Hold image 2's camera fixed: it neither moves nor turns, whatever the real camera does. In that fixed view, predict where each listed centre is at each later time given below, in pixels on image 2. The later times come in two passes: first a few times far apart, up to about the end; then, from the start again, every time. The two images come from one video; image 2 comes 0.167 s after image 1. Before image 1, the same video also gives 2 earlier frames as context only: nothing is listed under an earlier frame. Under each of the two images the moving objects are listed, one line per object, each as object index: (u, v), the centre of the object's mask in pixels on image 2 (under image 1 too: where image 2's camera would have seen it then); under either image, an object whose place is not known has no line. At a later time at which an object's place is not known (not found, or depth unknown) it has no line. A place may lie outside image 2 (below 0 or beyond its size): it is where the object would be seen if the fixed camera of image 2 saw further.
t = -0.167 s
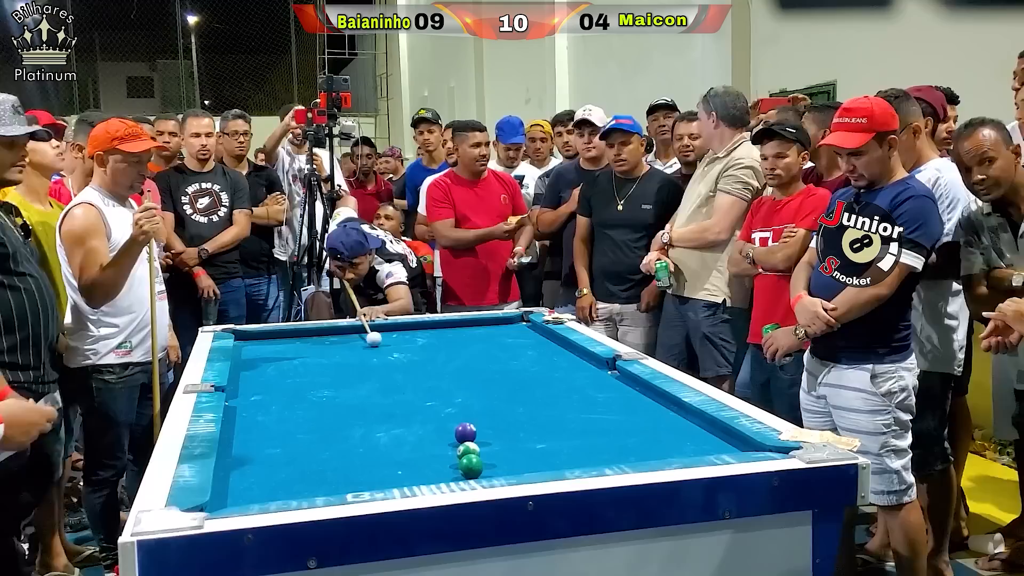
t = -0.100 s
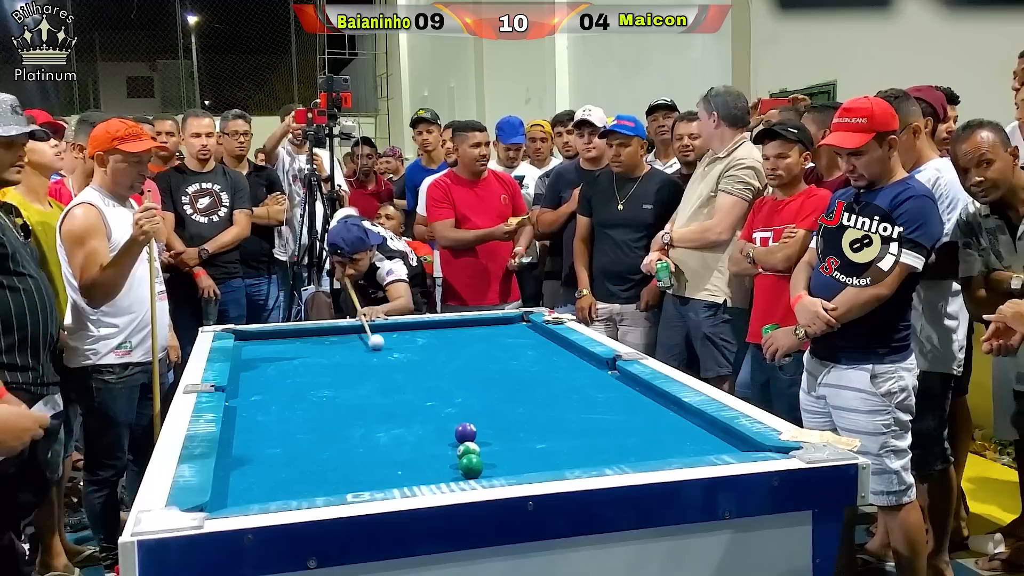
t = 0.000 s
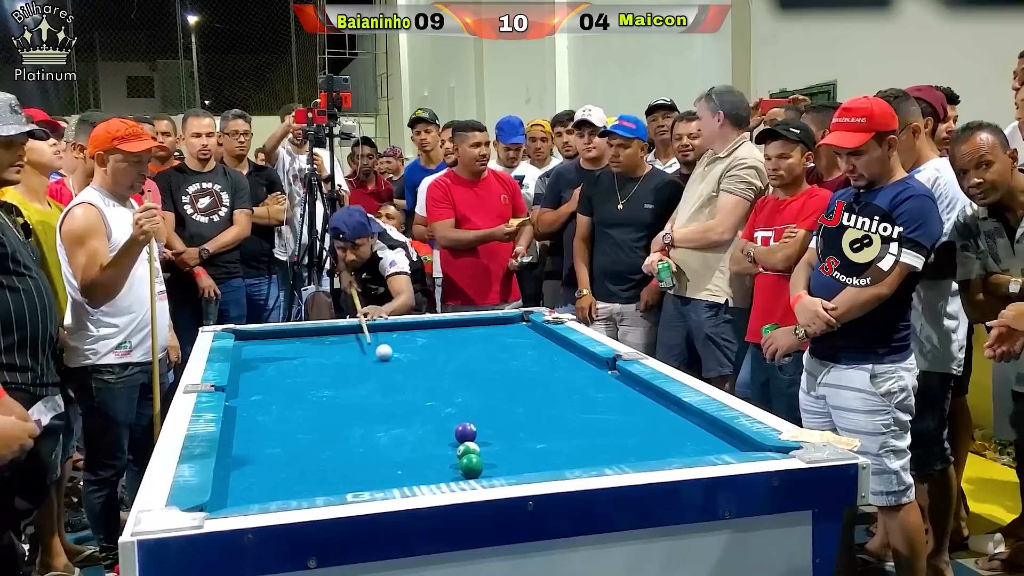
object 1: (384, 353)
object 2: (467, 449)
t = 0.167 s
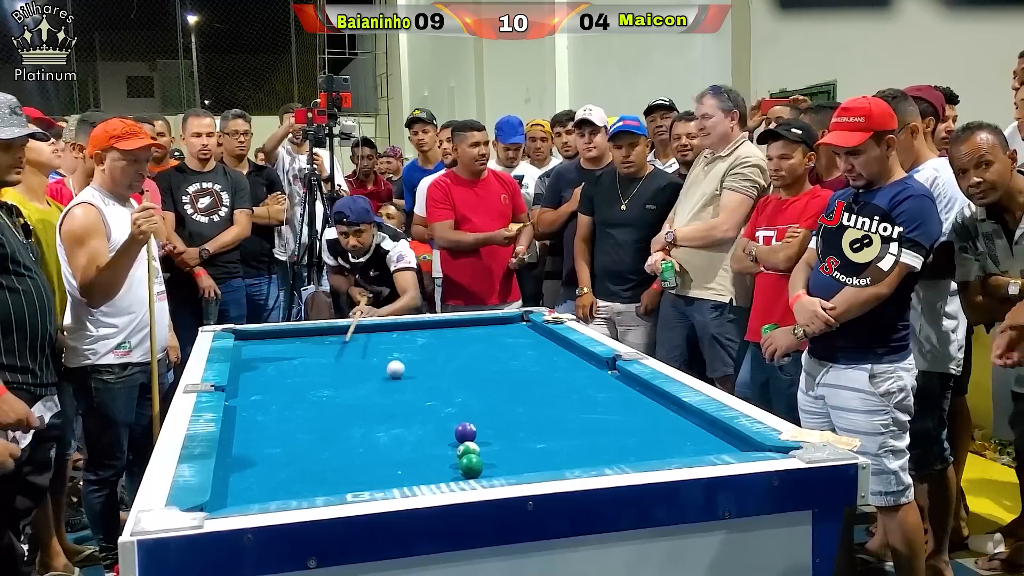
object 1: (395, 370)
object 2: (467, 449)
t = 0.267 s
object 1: (402, 380)
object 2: (467, 449)
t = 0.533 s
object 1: (424, 413)
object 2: (467, 449)
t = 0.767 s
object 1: (447, 451)
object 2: (470, 448)
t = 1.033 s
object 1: (397, 482)
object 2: (555, 464)
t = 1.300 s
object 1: (323, 473)
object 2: (583, 456)
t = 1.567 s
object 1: (260, 460)
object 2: (599, 445)
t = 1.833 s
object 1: (246, 444)
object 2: (613, 433)
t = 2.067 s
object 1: (273, 431)
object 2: (624, 424)
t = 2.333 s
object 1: (300, 417)
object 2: (634, 416)
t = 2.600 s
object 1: (323, 405)
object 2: (644, 408)
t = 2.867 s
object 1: (342, 395)
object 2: (651, 402)
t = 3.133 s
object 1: (358, 387)
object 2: (659, 397)
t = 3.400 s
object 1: (372, 380)
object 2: (652, 394)
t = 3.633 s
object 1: (382, 375)
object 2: (646, 394)
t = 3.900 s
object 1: (392, 370)
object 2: (640, 393)
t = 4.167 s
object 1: (401, 365)
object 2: (638, 393)
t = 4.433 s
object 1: (408, 362)
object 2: (637, 393)
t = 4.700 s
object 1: (414, 359)
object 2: (637, 393)
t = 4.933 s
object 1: (419, 357)
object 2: (637, 393)
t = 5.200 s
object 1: (423, 355)
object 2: (637, 393)
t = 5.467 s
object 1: (426, 354)
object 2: (637, 393)
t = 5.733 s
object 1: (428, 354)
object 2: (637, 393)
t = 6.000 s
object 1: (429, 354)
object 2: (637, 393)
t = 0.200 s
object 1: (397, 373)
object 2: (467, 449)
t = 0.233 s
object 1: (400, 376)
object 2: (467, 449)
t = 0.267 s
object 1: (402, 380)
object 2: (467, 449)
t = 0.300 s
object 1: (405, 384)
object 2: (467, 449)
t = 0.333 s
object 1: (407, 387)
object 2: (467, 449)
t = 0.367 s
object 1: (410, 391)
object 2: (467, 449)
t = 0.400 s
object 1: (412, 395)
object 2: (467, 449)
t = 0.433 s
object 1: (415, 399)
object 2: (467, 449)
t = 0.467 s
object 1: (418, 404)
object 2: (467, 449)
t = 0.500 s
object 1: (421, 408)
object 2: (467, 449)
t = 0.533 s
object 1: (424, 413)
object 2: (467, 449)
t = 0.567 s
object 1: (427, 417)
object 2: (467, 449)
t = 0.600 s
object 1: (430, 423)
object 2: (467, 449)
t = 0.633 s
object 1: (434, 428)
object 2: (467, 449)
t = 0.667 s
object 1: (437, 433)
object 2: (467, 449)
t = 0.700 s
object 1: (441, 439)
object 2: (467, 449)
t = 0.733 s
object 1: (445, 445)
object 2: (467, 449)
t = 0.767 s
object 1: (447, 451)
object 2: (470, 448)
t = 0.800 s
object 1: (440, 455)
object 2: (485, 454)
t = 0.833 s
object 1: (433, 459)
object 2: (496, 458)
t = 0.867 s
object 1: (427, 464)
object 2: (508, 461)
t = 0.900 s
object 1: (422, 469)
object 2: (517, 463)
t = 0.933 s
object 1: (415, 472)
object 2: (525, 463)
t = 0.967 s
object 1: (409, 475)
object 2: (535, 463)
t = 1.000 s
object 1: (403, 479)
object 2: (546, 464)
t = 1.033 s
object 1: (397, 482)
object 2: (555, 464)
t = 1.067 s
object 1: (386, 481)
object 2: (566, 465)
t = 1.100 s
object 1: (377, 481)
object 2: (568, 463)
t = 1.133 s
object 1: (367, 480)
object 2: (570, 462)
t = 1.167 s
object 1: (358, 479)
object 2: (573, 461)
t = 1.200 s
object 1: (349, 478)
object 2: (575, 460)
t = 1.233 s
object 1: (340, 477)
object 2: (578, 459)
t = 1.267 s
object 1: (331, 476)
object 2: (580, 457)
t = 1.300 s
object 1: (323, 473)
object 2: (583, 456)
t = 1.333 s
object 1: (314, 472)
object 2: (585, 455)
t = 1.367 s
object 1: (306, 470)
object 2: (587, 454)
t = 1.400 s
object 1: (298, 468)
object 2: (589, 453)
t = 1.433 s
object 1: (290, 466)
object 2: (591, 451)
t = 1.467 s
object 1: (282, 465)
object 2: (593, 450)
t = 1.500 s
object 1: (274, 463)
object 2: (595, 448)
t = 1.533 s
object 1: (267, 461)
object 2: (597, 446)
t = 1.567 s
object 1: (260, 460)
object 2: (599, 445)
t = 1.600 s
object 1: (252, 458)
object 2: (601, 443)
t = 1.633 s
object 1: (245, 456)
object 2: (603, 441)
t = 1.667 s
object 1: (238, 455)
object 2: (606, 439)
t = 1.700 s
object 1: (231, 454)
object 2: (607, 439)
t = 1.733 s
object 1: (233, 451)
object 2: (609, 437)
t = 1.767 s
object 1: (237, 449)
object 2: (610, 436)
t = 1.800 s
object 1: (242, 447)
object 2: (611, 435)
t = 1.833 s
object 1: (246, 444)
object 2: (613, 433)
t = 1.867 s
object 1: (250, 443)
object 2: (615, 432)
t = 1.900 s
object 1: (255, 440)
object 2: (616, 431)
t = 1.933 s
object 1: (258, 439)
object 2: (618, 429)
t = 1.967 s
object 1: (262, 436)
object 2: (619, 428)
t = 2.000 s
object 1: (266, 434)
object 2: (621, 427)
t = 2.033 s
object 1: (270, 433)
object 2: (622, 425)
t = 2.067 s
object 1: (273, 431)
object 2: (624, 424)
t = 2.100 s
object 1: (277, 429)
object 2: (625, 423)
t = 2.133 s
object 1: (281, 427)
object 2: (627, 422)
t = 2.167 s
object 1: (284, 425)
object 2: (628, 421)
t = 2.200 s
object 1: (287, 424)
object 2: (629, 420)
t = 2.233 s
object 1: (291, 422)
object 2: (630, 419)
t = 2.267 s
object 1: (294, 420)
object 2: (631, 418)
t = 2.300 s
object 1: (297, 419)
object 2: (633, 417)
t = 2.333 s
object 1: (300, 417)
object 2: (634, 416)
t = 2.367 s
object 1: (303, 415)
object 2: (636, 415)
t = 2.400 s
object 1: (306, 414)
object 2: (637, 414)
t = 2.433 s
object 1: (309, 412)
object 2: (638, 413)
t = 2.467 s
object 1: (312, 411)
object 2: (639, 411)
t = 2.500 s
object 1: (314, 410)
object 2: (640, 411)
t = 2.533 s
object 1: (317, 408)
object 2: (642, 410)
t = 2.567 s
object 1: (320, 407)
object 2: (643, 409)
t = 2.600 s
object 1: (323, 405)
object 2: (644, 408)
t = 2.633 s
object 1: (325, 404)
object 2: (645, 408)
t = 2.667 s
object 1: (328, 403)
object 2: (646, 407)
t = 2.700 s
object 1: (330, 401)
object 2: (647, 406)
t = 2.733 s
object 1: (333, 400)
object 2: (648, 406)
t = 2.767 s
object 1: (335, 399)
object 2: (648, 404)
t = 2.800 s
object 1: (337, 398)
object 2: (650, 403)
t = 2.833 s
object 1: (339, 397)
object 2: (651, 402)
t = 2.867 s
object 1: (342, 395)
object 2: (651, 402)
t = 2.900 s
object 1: (344, 394)
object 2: (653, 401)
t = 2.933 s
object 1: (346, 393)
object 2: (654, 400)
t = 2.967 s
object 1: (348, 392)
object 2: (654, 401)
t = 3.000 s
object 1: (350, 391)
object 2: (655, 400)
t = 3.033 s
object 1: (352, 390)
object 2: (657, 399)
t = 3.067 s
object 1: (354, 389)
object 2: (657, 399)
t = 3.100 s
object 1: (356, 388)
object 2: (658, 398)
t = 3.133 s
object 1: (358, 387)
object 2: (659, 397)
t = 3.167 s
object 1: (360, 386)
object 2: (660, 396)
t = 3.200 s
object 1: (362, 385)
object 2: (660, 395)
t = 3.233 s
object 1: (363, 384)
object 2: (659, 395)
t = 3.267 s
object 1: (365, 383)
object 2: (657, 395)
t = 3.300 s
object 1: (367, 382)
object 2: (656, 395)
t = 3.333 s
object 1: (368, 382)
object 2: (655, 394)
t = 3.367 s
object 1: (370, 381)
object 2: (653, 394)
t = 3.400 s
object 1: (372, 380)
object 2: (652, 394)
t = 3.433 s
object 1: (373, 379)
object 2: (651, 394)
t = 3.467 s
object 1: (375, 378)
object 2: (650, 394)
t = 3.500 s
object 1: (376, 378)
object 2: (650, 394)
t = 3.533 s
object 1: (378, 377)
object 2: (649, 394)
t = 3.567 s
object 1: (379, 376)
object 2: (648, 394)
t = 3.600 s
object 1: (381, 375)
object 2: (647, 394)
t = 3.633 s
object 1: (382, 375)
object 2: (646, 394)
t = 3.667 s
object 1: (384, 374)
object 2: (645, 393)
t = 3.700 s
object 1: (385, 373)
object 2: (644, 393)
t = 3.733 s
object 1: (386, 373)
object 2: (643, 393)
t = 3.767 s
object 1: (387, 372)
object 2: (642, 393)
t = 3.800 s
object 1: (389, 371)
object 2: (642, 393)
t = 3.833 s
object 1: (390, 371)
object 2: (641, 393)
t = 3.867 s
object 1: (391, 370)
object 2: (641, 393)
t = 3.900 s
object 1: (392, 370)
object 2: (640, 393)
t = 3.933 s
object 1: (393, 369)
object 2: (640, 393)
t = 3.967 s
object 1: (394, 368)
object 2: (639, 393)
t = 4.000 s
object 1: (396, 368)
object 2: (639, 393)
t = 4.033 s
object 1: (397, 367)
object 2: (639, 393)
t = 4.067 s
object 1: (398, 367)
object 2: (638, 393)
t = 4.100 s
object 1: (399, 366)
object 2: (638, 393)
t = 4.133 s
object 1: (400, 366)
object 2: (638, 393)
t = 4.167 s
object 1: (401, 365)
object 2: (638, 393)
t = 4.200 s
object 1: (402, 365)
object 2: (637, 393)
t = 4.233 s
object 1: (403, 364)
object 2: (637, 393)
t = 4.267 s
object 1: (404, 364)
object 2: (637, 393)
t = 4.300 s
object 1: (405, 363)
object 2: (637, 393)
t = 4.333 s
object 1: (406, 363)
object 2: (637, 393)
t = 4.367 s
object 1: (407, 362)
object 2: (637, 393)
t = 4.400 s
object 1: (408, 362)
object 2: (637, 393)
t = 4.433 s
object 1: (408, 362)
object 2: (637, 393)
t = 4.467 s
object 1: (409, 361)
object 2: (637, 393)
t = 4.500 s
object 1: (410, 361)
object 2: (637, 393)
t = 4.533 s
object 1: (411, 361)
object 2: (637, 393)
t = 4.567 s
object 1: (412, 360)
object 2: (637, 393)
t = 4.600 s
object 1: (412, 360)
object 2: (637, 393)
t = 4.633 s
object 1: (413, 359)
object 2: (637, 393)
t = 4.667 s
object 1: (414, 359)
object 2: (637, 393)
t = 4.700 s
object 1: (414, 359)
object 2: (637, 393)
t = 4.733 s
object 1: (415, 358)
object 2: (637, 393)
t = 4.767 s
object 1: (416, 358)
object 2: (637, 393)
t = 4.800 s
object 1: (416, 358)
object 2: (637, 393)
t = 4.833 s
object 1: (417, 358)
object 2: (637, 393)
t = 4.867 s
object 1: (418, 357)
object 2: (637, 393)
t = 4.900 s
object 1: (418, 357)
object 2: (637, 393)
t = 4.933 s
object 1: (419, 357)
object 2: (637, 393)
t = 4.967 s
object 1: (419, 357)
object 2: (637, 393)
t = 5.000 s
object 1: (420, 356)
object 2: (637, 393)
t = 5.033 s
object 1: (420, 356)
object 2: (637, 393)
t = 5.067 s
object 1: (421, 356)
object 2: (637, 393)
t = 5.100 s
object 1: (422, 356)
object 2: (637, 393)
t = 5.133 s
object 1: (422, 356)
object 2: (637, 393)
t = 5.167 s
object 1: (422, 356)
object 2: (637, 393)
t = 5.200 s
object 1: (423, 355)
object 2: (637, 393)
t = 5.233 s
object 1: (423, 355)
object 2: (637, 393)
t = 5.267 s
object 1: (424, 355)
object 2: (637, 393)
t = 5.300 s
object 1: (424, 355)
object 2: (637, 393)
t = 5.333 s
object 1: (425, 355)
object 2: (637, 393)
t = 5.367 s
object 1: (425, 355)
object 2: (637, 393)
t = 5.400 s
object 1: (426, 355)
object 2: (637, 393)
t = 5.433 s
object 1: (426, 355)
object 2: (637, 393)
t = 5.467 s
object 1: (426, 354)
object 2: (637, 393)
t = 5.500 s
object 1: (426, 354)
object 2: (637, 393)
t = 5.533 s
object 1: (427, 354)
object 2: (637, 393)
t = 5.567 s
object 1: (427, 354)
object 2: (637, 393)
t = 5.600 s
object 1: (427, 354)
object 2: (637, 393)
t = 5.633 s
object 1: (428, 354)
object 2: (637, 393)
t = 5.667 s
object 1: (428, 354)
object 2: (637, 393)
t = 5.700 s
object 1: (428, 354)
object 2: (637, 393)
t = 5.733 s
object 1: (428, 354)
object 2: (637, 393)
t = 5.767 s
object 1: (429, 354)
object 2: (638, 393)
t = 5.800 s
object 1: (429, 354)
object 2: (637, 393)
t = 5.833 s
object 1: (429, 354)
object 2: (637, 393)
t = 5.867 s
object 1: (429, 354)
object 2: (637, 393)
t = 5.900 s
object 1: (429, 354)
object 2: (637, 393)
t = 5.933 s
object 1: (429, 354)
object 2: (637, 393)
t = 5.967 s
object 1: (429, 354)
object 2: (637, 393)
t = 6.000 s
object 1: (429, 354)
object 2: (637, 393)
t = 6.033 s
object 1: (429, 354)
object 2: (637, 393)
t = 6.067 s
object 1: (429, 354)
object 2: (638, 393)
